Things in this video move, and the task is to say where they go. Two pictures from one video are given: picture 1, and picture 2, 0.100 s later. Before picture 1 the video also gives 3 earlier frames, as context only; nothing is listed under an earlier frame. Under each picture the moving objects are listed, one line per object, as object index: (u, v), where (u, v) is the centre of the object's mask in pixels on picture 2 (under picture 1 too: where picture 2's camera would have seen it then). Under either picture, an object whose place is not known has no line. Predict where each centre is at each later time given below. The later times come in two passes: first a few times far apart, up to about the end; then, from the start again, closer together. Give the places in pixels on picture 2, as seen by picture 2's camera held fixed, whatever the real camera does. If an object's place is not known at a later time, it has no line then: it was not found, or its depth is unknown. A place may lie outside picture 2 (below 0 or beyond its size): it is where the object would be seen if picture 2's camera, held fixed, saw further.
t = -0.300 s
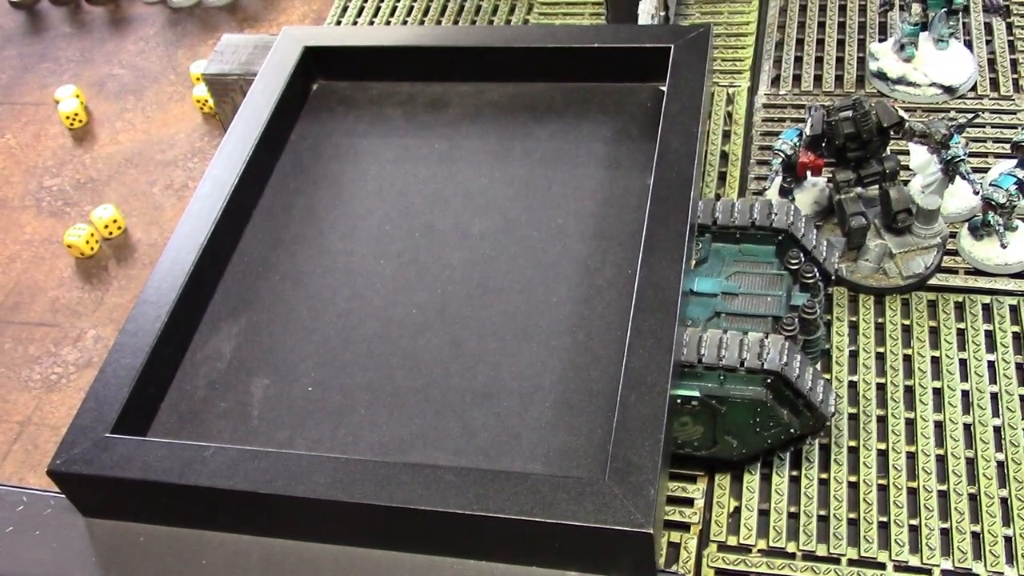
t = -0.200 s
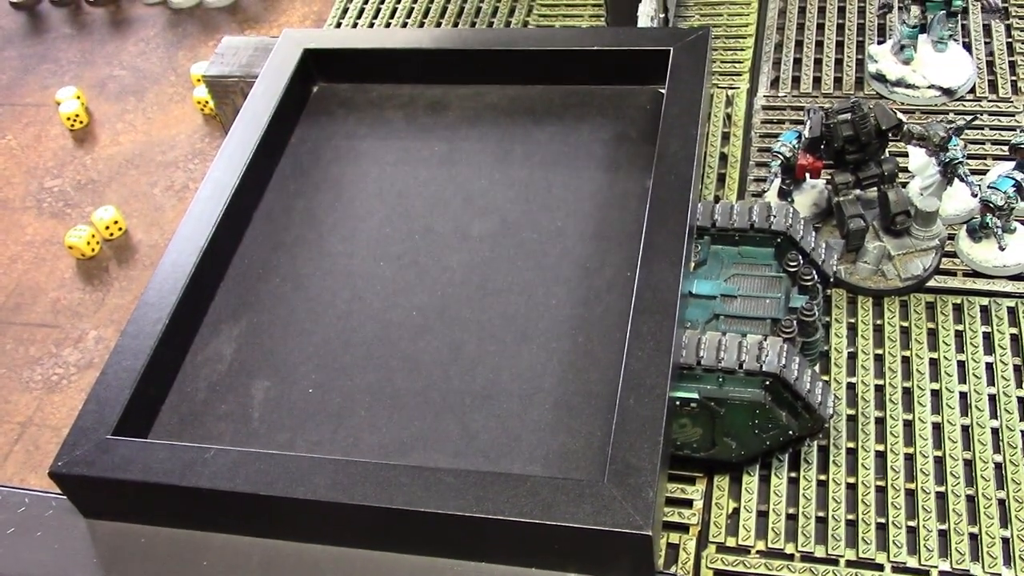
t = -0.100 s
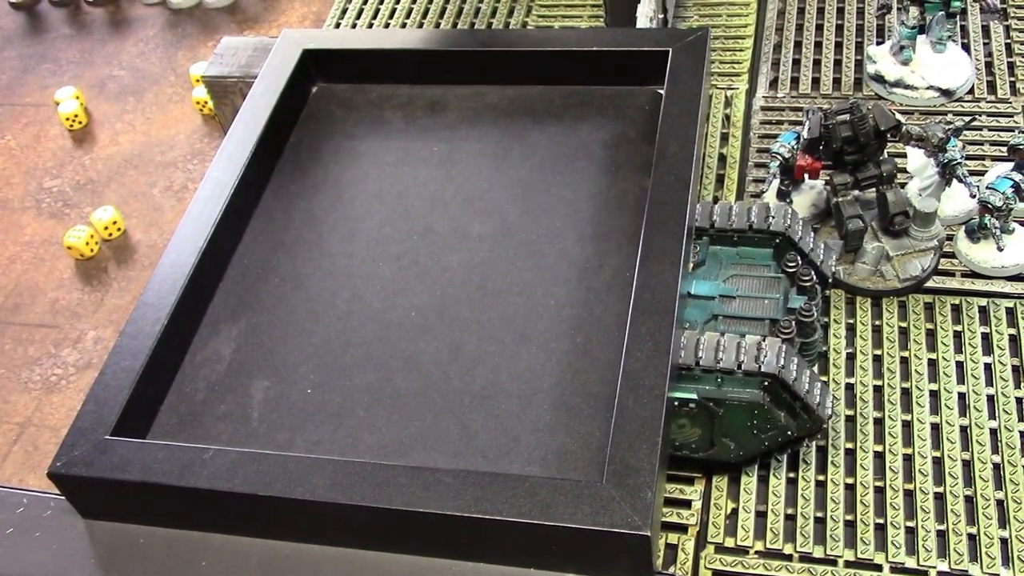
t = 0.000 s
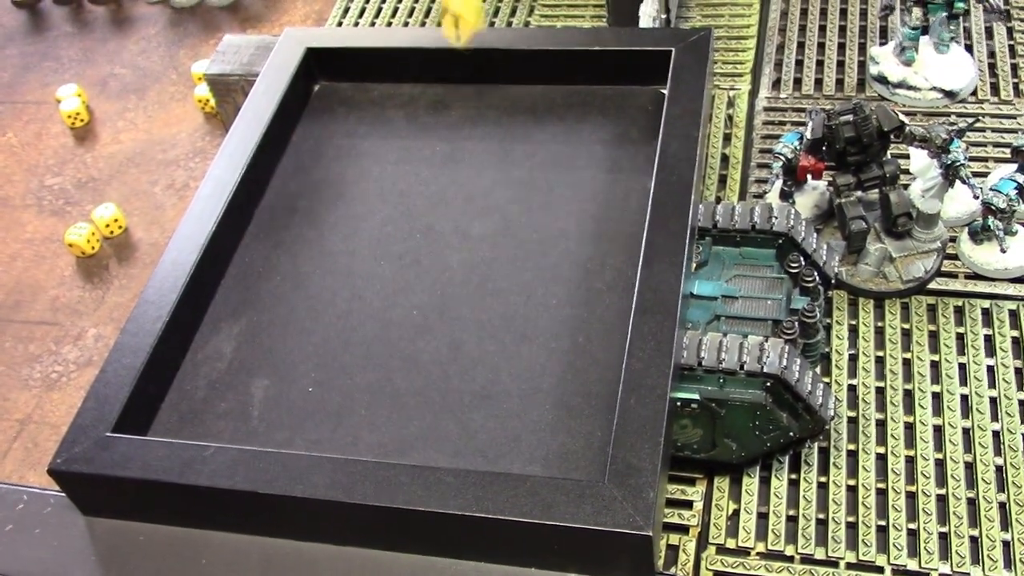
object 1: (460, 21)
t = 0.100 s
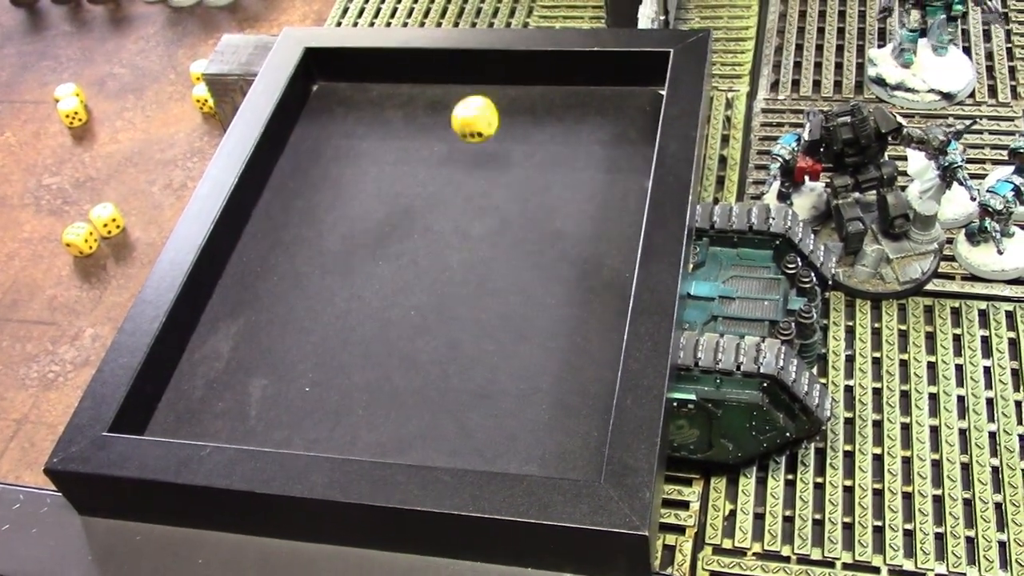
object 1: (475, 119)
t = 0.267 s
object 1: (522, 209)
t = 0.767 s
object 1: (617, 224)
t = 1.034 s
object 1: (622, 225)
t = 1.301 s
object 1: (622, 226)
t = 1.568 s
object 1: (622, 227)
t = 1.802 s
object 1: (622, 227)
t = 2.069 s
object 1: (622, 226)
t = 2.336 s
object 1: (622, 227)
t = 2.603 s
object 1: (622, 227)
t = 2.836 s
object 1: (622, 227)
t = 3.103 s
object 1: (622, 227)
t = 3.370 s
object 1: (622, 227)
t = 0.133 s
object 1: (480, 126)
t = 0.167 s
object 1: (489, 155)
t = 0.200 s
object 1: (500, 192)
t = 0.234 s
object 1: (510, 202)
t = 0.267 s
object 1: (522, 209)
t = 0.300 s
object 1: (532, 208)
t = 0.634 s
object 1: (603, 235)
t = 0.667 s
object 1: (607, 233)
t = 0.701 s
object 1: (613, 231)
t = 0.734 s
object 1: (618, 228)
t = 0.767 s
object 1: (617, 224)
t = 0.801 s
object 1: (616, 222)
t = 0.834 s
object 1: (616, 223)
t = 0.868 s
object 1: (619, 222)
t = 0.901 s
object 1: (620, 222)
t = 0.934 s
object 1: (622, 223)
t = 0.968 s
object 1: (623, 224)
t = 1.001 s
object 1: (622, 225)
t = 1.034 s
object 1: (622, 225)
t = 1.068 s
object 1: (622, 225)
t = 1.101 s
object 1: (622, 225)
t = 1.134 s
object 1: (622, 225)
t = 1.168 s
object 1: (622, 225)
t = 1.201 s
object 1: (622, 225)
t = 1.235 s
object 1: (622, 225)
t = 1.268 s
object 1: (622, 225)
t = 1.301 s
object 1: (622, 226)
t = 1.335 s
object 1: (622, 226)
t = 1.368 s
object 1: (622, 226)
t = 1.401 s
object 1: (622, 227)
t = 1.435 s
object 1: (622, 227)
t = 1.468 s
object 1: (622, 227)
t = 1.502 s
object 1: (622, 227)
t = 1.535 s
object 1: (622, 227)
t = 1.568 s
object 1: (622, 227)
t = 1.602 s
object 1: (622, 227)
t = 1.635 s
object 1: (622, 227)
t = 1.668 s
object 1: (622, 227)
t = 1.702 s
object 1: (622, 227)
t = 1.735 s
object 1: (622, 227)
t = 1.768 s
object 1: (622, 227)
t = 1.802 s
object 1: (622, 227)
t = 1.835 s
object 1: (622, 226)
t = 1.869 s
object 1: (622, 226)
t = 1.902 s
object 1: (622, 226)
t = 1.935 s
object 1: (622, 226)
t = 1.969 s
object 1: (622, 226)
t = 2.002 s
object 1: (622, 226)
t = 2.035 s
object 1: (622, 226)
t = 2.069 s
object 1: (622, 226)
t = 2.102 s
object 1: (622, 226)
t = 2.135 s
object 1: (622, 226)
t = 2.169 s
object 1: (622, 226)
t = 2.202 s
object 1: (622, 227)
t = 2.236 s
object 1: (622, 227)
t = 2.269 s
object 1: (622, 227)
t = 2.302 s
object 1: (622, 227)
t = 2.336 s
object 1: (622, 227)
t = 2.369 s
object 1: (622, 227)
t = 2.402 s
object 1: (622, 227)
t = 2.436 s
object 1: (622, 227)
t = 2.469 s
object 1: (622, 227)
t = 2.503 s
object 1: (622, 227)
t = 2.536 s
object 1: (622, 227)
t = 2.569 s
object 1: (622, 227)
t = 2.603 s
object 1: (622, 227)
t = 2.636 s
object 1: (622, 227)
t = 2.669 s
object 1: (622, 227)
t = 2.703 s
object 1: (622, 227)
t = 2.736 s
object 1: (622, 227)
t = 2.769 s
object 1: (622, 227)
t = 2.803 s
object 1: (622, 227)
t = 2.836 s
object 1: (622, 227)
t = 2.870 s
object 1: (622, 227)
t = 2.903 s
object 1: (622, 227)
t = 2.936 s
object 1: (622, 227)
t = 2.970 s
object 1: (622, 227)
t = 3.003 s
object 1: (622, 227)
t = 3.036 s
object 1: (622, 227)
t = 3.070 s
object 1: (622, 227)
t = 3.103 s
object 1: (622, 227)
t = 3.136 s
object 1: (622, 227)
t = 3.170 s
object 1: (622, 227)
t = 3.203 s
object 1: (622, 227)
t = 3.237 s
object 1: (622, 227)
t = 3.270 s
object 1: (622, 227)
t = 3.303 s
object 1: (622, 227)
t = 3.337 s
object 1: (622, 227)
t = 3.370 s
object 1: (622, 227)
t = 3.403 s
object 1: (622, 227)
